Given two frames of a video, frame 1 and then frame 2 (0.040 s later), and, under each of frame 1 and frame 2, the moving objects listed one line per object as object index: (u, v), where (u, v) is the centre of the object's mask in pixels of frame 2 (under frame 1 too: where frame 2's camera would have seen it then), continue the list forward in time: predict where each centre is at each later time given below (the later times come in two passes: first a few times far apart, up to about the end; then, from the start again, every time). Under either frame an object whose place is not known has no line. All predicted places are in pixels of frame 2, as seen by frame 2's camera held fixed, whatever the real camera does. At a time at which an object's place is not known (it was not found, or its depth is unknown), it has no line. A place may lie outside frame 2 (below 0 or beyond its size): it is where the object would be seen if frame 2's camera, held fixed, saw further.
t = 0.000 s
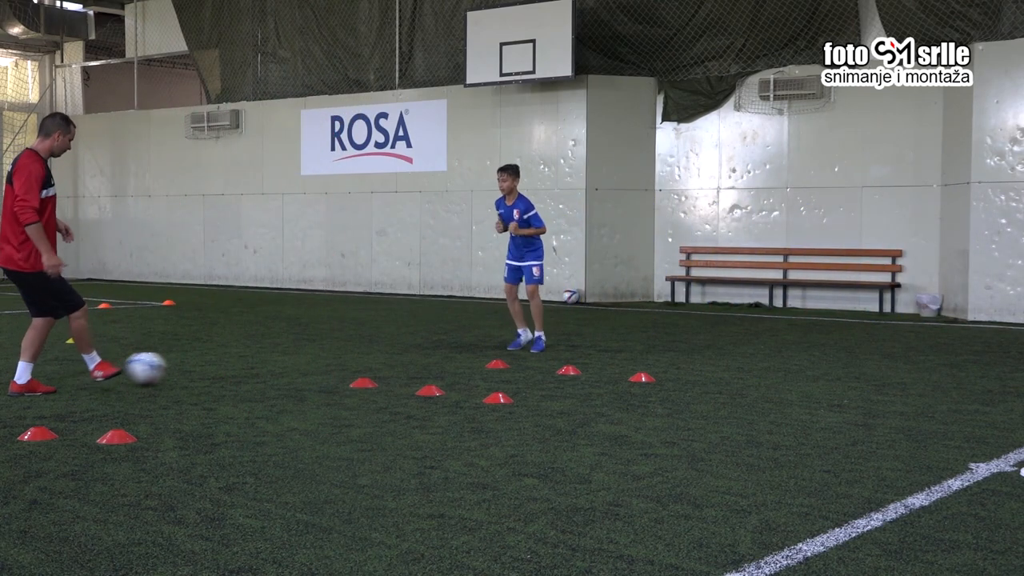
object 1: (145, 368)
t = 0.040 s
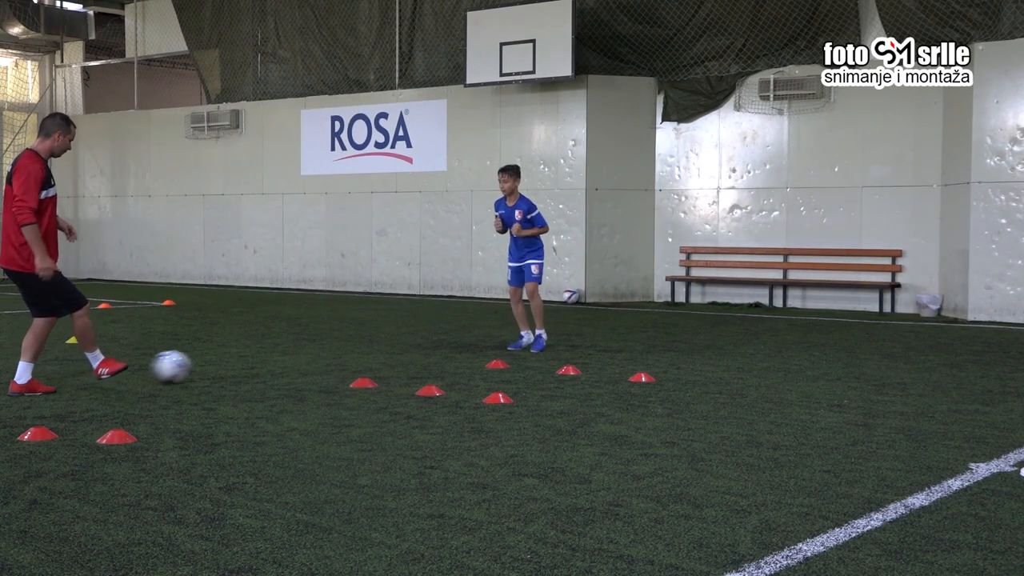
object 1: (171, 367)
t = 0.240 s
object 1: (264, 356)
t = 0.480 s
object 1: (346, 349)
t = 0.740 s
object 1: (422, 344)
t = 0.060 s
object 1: (182, 365)
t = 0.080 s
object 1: (192, 363)
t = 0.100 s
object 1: (202, 362)
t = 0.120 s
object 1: (212, 361)
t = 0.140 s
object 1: (223, 361)
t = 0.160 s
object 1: (233, 360)
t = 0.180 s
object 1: (240, 359)
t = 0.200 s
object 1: (248, 357)
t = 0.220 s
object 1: (256, 356)
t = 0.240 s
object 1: (264, 356)
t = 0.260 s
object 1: (271, 356)
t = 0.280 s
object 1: (279, 356)
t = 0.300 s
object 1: (287, 356)
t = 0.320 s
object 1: (293, 355)
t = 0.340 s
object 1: (300, 353)
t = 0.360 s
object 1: (307, 353)
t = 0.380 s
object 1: (314, 353)
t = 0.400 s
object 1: (320, 353)
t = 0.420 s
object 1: (327, 353)
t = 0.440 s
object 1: (333, 351)
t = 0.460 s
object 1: (339, 350)
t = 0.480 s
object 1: (346, 349)
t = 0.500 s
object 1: (352, 349)
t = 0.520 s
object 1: (358, 349)
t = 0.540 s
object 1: (365, 349)
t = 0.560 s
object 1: (370, 348)
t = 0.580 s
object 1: (377, 347)
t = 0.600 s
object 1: (383, 347)
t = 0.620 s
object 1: (389, 348)
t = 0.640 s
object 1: (394, 347)
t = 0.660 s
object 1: (400, 346)
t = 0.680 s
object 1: (406, 346)
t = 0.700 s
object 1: (411, 345)
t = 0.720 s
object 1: (417, 345)
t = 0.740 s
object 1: (422, 344)
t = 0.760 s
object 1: (428, 344)
